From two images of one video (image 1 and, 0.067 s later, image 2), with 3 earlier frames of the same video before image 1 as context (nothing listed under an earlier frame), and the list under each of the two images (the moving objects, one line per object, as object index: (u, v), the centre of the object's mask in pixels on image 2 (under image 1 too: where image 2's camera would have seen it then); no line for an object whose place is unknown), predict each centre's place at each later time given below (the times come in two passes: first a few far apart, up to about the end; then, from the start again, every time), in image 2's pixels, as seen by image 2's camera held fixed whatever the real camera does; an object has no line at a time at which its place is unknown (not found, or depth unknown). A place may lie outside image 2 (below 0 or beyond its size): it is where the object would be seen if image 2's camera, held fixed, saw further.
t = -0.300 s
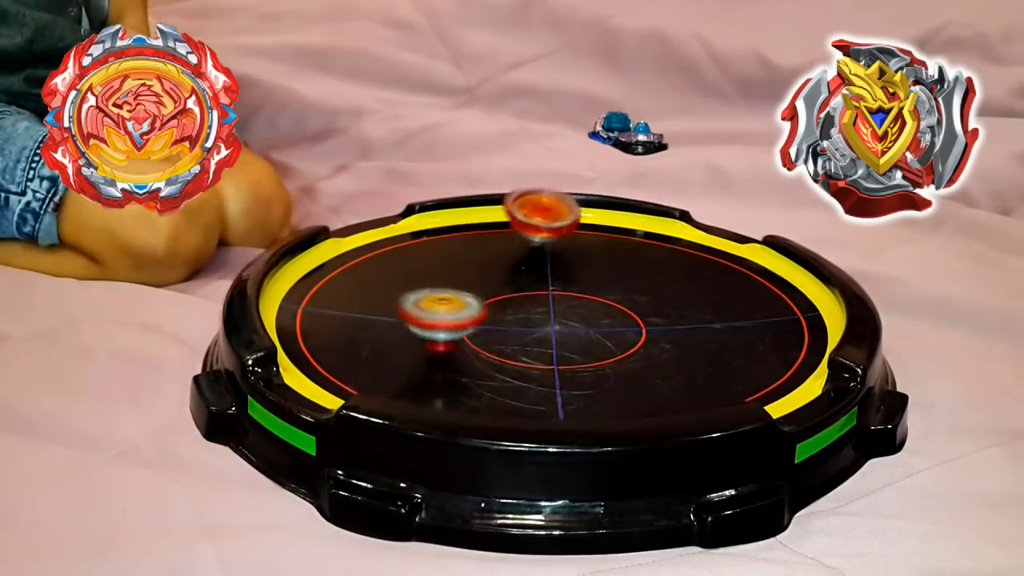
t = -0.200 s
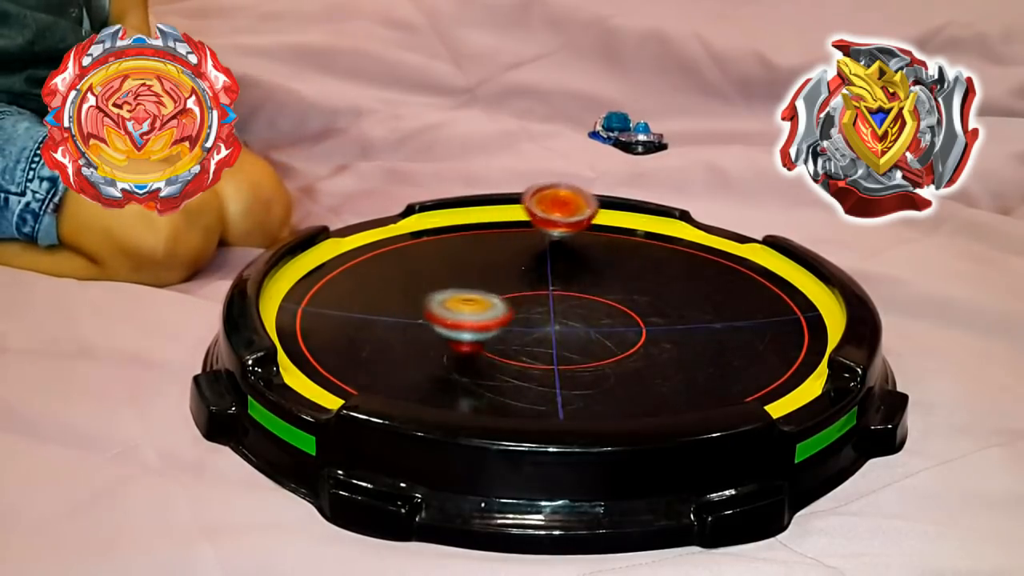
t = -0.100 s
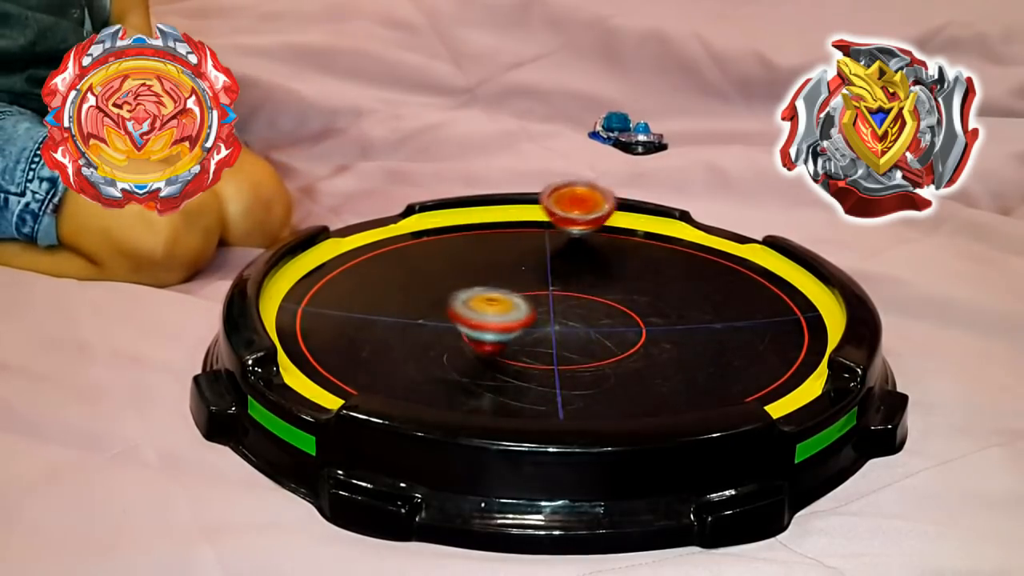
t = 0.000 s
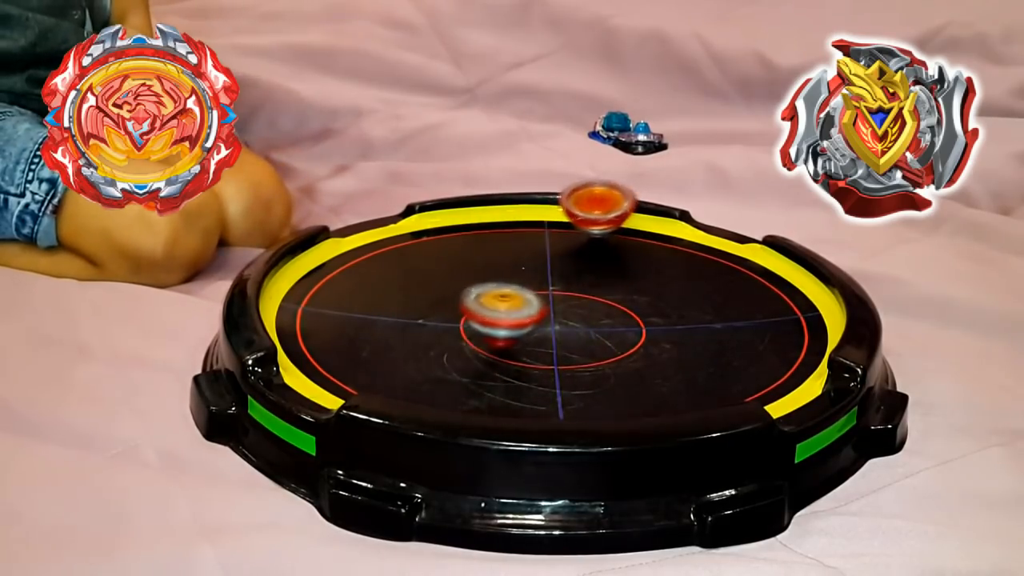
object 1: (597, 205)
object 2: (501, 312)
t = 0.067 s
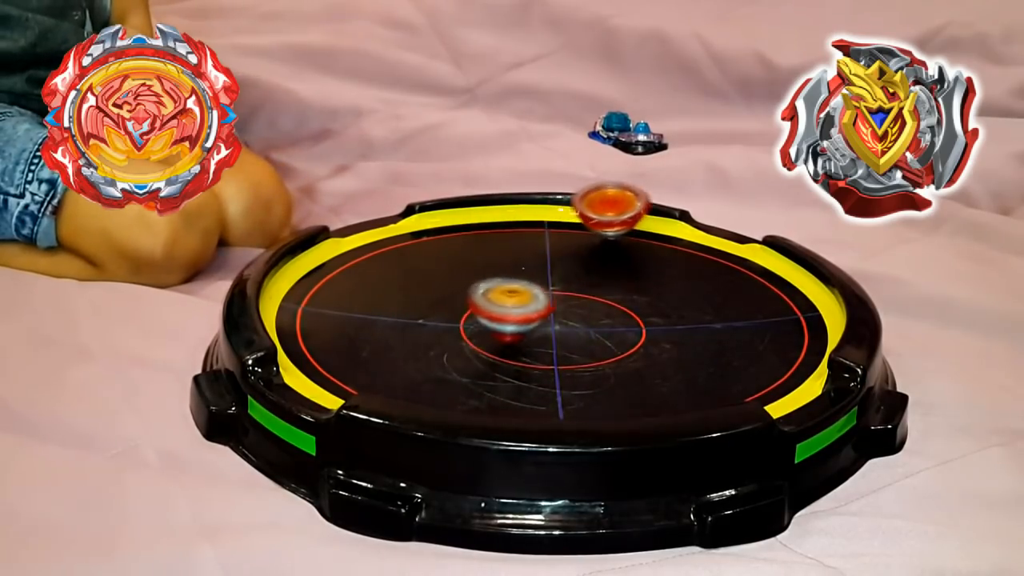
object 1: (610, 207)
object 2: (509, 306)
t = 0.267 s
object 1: (645, 220)
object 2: (525, 293)
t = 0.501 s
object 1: (668, 245)
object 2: (545, 281)
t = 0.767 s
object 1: (651, 278)
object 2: (561, 275)
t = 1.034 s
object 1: (638, 311)
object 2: (481, 263)
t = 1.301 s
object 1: (563, 323)
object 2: (461, 266)
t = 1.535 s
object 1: (490, 314)
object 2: (475, 268)
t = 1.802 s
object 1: (435, 291)
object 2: (532, 272)
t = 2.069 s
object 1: (432, 264)
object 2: (594, 275)
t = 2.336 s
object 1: (476, 250)
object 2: (630, 284)
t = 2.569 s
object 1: (533, 249)
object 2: (626, 294)
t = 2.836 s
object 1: (601, 255)
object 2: (594, 303)
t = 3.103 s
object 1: (654, 275)
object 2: (534, 315)
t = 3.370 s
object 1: (665, 297)
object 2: (481, 309)
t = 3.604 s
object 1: (637, 313)
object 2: (470, 292)
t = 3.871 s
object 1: (579, 315)
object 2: (487, 271)
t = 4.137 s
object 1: (523, 300)
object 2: (537, 253)
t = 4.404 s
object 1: (479, 294)
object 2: (616, 224)
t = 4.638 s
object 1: (470, 281)
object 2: (686, 217)
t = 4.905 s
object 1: (498, 272)
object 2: (726, 232)
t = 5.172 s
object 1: (546, 269)
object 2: (695, 266)
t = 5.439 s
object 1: (555, 267)
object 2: (653, 300)
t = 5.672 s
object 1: (540, 257)
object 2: (570, 300)
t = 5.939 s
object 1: (544, 243)
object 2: (505, 279)
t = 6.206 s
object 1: (582, 236)
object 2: (489, 247)
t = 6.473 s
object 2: (540, 231)
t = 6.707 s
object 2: (593, 237)
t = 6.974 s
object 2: (615, 233)
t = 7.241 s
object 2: (617, 249)
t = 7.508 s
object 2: (577, 269)
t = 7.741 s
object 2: (563, 286)
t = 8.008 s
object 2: (518, 295)
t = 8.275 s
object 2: (487, 290)
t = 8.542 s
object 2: (479, 277)
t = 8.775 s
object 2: (523, 268)
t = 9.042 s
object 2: (649, 265)
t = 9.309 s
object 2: (669, 297)
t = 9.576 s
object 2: (602, 293)
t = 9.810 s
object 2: (592, 275)
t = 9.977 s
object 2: (586, 281)
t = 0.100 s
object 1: (617, 209)
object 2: (512, 304)
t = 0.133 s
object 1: (623, 210)
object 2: (515, 301)
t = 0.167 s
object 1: (629, 212)
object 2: (518, 299)
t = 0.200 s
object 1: (635, 215)
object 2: (520, 297)
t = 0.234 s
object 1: (640, 217)
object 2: (522, 295)
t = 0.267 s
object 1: (645, 220)
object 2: (525, 293)
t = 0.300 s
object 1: (650, 223)
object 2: (528, 291)
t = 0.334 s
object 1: (654, 226)
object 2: (532, 290)
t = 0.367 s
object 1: (658, 229)
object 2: (535, 288)
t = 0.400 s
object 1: (662, 233)
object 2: (538, 286)
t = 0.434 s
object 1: (664, 236)
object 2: (540, 284)
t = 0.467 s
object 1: (666, 240)
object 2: (542, 283)
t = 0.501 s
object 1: (668, 245)
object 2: (545, 281)
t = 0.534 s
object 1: (668, 249)
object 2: (547, 280)
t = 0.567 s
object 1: (667, 253)
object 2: (550, 278)
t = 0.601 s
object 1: (666, 257)
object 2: (552, 277)
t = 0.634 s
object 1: (664, 262)
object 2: (556, 276)
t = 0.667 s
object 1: (661, 266)
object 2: (559, 275)
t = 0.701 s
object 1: (659, 269)
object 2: (561, 275)
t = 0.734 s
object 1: (654, 274)
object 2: (562, 275)
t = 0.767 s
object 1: (651, 278)
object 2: (561, 275)
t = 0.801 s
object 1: (658, 284)
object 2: (545, 272)
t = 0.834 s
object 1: (662, 289)
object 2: (533, 269)
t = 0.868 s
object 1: (662, 294)
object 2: (523, 267)
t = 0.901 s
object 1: (660, 298)
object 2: (513, 266)
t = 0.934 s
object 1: (655, 302)
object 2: (504, 265)
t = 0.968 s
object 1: (651, 305)
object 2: (496, 264)
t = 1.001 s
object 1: (645, 308)
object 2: (488, 263)
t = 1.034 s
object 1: (638, 311)
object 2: (481, 263)
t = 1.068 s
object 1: (630, 314)
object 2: (474, 262)
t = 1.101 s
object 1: (621, 317)
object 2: (468, 262)
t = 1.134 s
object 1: (613, 320)
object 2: (464, 262)
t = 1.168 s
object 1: (603, 321)
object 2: (461, 263)
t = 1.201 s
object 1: (594, 322)
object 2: (460, 263)
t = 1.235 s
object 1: (584, 323)
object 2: (460, 264)
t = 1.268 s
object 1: (574, 323)
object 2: (460, 265)
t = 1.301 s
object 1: (563, 323)
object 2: (461, 266)
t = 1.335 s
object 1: (551, 322)
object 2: (462, 268)
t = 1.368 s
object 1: (540, 322)
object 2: (463, 270)
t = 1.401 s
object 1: (529, 321)
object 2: (463, 272)
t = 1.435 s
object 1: (518, 320)
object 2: (464, 272)
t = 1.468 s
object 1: (509, 318)
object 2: (466, 271)
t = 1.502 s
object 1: (498, 317)
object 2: (469, 270)
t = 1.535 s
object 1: (490, 314)
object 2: (475, 268)
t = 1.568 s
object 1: (480, 312)
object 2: (482, 266)
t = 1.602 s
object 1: (472, 310)
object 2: (490, 266)
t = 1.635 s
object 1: (463, 307)
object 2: (497, 266)
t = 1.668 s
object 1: (455, 304)
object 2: (503, 268)
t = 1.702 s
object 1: (449, 301)
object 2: (510, 269)
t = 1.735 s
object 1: (444, 298)
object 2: (516, 272)
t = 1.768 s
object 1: (439, 294)
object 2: (524, 272)
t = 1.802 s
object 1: (435, 291)
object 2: (532, 272)
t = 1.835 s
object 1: (432, 287)
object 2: (540, 272)
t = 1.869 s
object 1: (429, 284)
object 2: (548, 272)
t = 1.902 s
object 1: (428, 280)
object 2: (557, 273)
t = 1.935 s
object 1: (427, 277)
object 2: (565, 273)
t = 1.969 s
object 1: (427, 274)
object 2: (572, 274)
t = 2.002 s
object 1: (427, 271)
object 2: (580, 274)
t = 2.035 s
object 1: (429, 268)
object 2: (587, 274)
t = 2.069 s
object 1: (432, 264)
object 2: (594, 275)
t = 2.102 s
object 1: (435, 262)
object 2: (601, 276)
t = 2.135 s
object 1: (439, 260)
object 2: (607, 276)
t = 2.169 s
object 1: (444, 258)
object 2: (612, 277)
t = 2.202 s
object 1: (450, 256)
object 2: (617, 278)
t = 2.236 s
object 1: (455, 254)
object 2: (621, 279)
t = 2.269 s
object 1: (461, 252)
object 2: (625, 281)
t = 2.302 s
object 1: (469, 251)
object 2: (628, 282)
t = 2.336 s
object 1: (476, 250)
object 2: (630, 284)
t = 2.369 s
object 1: (483, 249)
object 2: (632, 286)
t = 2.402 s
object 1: (491, 249)
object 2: (632, 287)
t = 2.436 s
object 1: (499, 249)
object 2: (632, 288)
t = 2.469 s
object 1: (508, 248)
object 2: (631, 290)
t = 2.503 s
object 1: (516, 248)
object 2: (630, 291)
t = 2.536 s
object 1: (524, 249)
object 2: (629, 292)
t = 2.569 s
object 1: (533, 249)
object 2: (626, 294)
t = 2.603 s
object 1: (542, 250)
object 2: (624, 295)
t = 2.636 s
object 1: (551, 251)
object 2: (620, 296)
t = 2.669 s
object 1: (559, 252)
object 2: (617, 297)
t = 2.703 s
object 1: (567, 253)
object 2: (614, 298)
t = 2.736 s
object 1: (575, 253)
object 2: (610, 299)
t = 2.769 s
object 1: (584, 253)
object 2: (605, 299)
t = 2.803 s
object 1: (591, 254)
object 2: (600, 300)
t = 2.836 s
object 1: (601, 255)
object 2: (594, 303)
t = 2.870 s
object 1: (610, 257)
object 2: (587, 306)
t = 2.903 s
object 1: (618, 261)
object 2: (580, 308)
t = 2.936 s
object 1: (624, 264)
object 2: (573, 310)
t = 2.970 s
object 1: (631, 266)
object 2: (565, 311)
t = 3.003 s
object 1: (638, 268)
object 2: (557, 312)
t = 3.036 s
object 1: (643, 270)
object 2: (549, 313)
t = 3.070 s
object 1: (649, 273)
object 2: (541, 314)
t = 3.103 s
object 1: (654, 275)
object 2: (534, 315)
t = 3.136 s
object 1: (657, 278)
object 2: (526, 315)
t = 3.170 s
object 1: (660, 280)
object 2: (518, 315)
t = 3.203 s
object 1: (663, 283)
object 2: (510, 315)
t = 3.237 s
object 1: (665, 286)
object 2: (503, 314)
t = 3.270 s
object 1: (666, 288)
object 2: (496, 313)
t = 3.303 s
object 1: (666, 291)
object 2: (490, 312)
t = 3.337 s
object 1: (666, 294)
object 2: (485, 310)
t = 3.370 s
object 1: (665, 297)
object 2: (481, 309)
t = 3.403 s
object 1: (663, 300)
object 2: (480, 307)
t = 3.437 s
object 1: (661, 302)
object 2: (478, 306)
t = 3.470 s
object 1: (658, 305)
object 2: (476, 303)
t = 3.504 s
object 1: (653, 307)
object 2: (473, 300)
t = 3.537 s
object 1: (649, 309)
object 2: (472, 298)
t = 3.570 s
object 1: (643, 311)
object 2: (471, 295)
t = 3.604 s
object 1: (637, 313)
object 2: (470, 292)
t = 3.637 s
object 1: (631, 314)
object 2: (471, 289)
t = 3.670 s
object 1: (624, 315)
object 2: (472, 286)
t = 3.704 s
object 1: (616, 317)
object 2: (473, 284)
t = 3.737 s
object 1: (609, 317)
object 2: (475, 281)
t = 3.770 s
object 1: (601, 317)
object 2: (477, 278)
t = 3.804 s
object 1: (593, 316)
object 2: (480, 276)
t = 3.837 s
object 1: (586, 316)
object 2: (483, 273)
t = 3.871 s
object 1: (579, 315)
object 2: (487, 271)
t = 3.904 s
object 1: (570, 313)
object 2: (492, 269)
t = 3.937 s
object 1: (563, 312)
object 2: (497, 268)
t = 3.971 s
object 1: (556, 310)
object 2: (502, 265)
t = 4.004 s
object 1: (549, 308)
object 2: (507, 262)
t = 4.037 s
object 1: (544, 306)
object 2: (514, 260)
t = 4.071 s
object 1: (537, 303)
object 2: (520, 258)
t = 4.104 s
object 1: (531, 300)
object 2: (527, 257)
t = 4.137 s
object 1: (523, 300)
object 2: (537, 253)
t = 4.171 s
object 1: (514, 302)
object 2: (546, 249)
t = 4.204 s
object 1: (507, 302)
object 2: (558, 244)
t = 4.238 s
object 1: (502, 301)
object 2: (566, 241)
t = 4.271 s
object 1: (497, 300)
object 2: (575, 237)
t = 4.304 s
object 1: (492, 299)
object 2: (585, 234)
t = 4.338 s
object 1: (488, 297)
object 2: (595, 230)
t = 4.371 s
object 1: (483, 295)
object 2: (605, 227)
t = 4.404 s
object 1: (479, 294)
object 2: (616, 224)
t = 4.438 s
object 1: (476, 292)
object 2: (626, 223)
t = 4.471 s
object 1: (473, 290)
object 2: (636, 222)
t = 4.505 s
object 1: (472, 288)
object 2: (647, 220)
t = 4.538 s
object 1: (469, 286)
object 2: (659, 219)
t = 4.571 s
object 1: (470, 284)
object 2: (669, 218)
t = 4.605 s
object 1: (470, 282)
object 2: (678, 217)
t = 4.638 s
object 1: (470, 281)
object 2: (686, 217)
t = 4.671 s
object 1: (472, 280)
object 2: (694, 218)
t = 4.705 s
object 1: (474, 280)
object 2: (701, 219)
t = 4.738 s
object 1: (477, 278)
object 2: (708, 221)
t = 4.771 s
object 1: (480, 276)
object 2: (713, 222)
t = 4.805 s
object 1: (483, 275)
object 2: (718, 223)
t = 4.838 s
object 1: (488, 274)
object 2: (722, 226)
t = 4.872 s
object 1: (492, 273)
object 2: (725, 228)
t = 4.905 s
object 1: (498, 272)
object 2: (726, 232)
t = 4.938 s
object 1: (503, 271)
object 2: (727, 235)
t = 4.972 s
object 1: (509, 270)
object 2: (726, 238)
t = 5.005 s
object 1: (515, 269)
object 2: (725, 241)
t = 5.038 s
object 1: (520, 269)
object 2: (721, 247)
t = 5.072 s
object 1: (527, 269)
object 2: (716, 251)
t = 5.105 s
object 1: (533, 269)
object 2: (710, 256)
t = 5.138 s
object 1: (540, 269)
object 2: (703, 261)
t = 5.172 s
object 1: (546, 269)
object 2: (695, 266)
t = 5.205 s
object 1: (552, 269)
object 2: (686, 270)
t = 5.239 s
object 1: (559, 270)
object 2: (678, 274)
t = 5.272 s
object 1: (565, 270)
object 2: (668, 278)
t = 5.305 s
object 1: (570, 271)
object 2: (658, 282)
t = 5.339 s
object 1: (567, 271)
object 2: (656, 289)
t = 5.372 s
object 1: (562, 269)
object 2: (658, 293)
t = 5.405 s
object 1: (558, 268)
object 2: (657, 297)
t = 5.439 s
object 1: (555, 267)
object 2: (653, 300)
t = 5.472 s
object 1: (553, 267)
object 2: (644, 301)
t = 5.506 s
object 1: (551, 266)
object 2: (631, 302)
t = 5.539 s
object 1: (548, 264)
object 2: (618, 303)
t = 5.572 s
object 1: (546, 263)
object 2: (606, 303)
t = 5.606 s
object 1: (543, 262)
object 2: (594, 303)
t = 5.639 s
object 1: (541, 260)
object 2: (582, 302)
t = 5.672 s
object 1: (540, 257)
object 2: (570, 300)
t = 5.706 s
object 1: (540, 255)
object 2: (559, 300)
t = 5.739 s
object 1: (540, 253)
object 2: (549, 300)
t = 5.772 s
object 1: (540, 251)
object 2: (539, 297)
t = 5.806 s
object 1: (540, 249)
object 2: (529, 295)
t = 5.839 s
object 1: (540, 247)
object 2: (522, 291)
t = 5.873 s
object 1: (541, 246)
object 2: (515, 288)
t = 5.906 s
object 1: (543, 244)
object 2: (509, 284)
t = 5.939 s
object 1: (544, 243)
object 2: (505, 279)
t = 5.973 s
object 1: (546, 242)
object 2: (503, 275)
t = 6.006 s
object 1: (550, 241)
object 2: (498, 271)
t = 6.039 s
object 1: (553, 240)
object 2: (495, 267)
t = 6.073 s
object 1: (556, 239)
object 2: (494, 264)
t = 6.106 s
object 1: (561, 238)
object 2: (492, 258)
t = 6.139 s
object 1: (569, 238)
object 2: (490, 254)
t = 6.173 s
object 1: (576, 237)
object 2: (488, 251)
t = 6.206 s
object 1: (582, 236)
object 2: (489, 247)
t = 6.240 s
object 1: (589, 236)
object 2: (493, 243)
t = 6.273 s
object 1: (597, 237)
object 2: (498, 240)
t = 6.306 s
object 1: (603, 238)
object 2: (503, 238)
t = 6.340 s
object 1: (609, 239)
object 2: (509, 236)
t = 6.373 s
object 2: (517, 235)
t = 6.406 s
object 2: (524, 233)
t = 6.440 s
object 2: (532, 232)
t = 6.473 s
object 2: (540, 231)
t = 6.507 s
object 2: (548, 231)
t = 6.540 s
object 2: (557, 232)
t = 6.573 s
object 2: (565, 233)
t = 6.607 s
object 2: (573, 233)
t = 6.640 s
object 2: (580, 235)
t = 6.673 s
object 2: (587, 236)
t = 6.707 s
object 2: (593, 237)
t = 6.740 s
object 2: (598, 238)
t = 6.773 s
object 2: (601, 236)
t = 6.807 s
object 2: (604, 235)
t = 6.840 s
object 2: (607, 233)
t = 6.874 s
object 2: (609, 232)
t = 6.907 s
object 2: (612, 232)
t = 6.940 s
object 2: (614, 232)
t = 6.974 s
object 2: (615, 233)
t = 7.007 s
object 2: (616, 234)
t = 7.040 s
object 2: (619, 235)
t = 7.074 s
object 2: (619, 238)
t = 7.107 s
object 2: (621, 240)
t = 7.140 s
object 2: (619, 242)
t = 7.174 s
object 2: (620, 244)
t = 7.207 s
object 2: (618, 246)
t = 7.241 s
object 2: (617, 249)
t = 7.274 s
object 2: (614, 251)
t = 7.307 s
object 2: (612, 254)
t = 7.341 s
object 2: (607, 257)
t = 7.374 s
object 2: (602, 260)
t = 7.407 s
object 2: (596, 263)
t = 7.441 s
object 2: (591, 265)
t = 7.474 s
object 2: (584, 268)
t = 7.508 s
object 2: (577, 269)
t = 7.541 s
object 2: (570, 271)
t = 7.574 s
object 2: (570, 271)
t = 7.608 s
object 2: (573, 277)
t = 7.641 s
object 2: (574, 278)
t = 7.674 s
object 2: (572, 281)
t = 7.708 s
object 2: (569, 284)
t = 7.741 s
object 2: (563, 286)
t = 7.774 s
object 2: (560, 288)
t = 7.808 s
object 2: (555, 289)
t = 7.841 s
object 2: (549, 291)
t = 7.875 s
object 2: (543, 292)
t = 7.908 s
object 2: (537, 294)
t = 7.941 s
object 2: (532, 294)
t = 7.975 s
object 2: (524, 294)
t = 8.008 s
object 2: (518, 295)
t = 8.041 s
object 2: (512, 295)
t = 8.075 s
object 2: (509, 295)
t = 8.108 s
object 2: (504, 294)
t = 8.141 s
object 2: (500, 294)
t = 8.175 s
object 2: (496, 291)
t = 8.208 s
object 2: (491, 290)
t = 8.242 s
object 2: (489, 290)
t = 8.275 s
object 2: (487, 290)
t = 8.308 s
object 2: (487, 290)
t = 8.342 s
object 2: (487, 289)
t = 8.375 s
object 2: (485, 288)
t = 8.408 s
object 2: (481, 286)
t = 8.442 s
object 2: (480, 284)
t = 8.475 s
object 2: (480, 282)
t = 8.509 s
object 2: (479, 280)
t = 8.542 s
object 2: (479, 277)
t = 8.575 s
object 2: (481, 273)
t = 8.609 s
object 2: (484, 271)
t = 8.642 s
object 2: (490, 269)
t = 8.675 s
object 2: (493, 270)
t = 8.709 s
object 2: (495, 270)
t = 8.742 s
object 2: (509, 266)
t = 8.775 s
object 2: (523, 268)
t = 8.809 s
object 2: (538, 268)
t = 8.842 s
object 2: (554, 266)
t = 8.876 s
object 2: (572, 265)
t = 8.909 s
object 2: (588, 265)
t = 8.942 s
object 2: (605, 263)
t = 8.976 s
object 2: (620, 263)
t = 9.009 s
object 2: (636, 264)
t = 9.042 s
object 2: (649, 265)
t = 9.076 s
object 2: (659, 269)
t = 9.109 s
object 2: (668, 272)
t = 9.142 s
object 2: (677, 276)
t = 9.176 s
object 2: (681, 281)
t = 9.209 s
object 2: (684, 286)
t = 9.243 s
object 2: (682, 291)
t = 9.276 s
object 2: (678, 294)
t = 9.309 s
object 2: (669, 297)
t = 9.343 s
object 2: (661, 299)
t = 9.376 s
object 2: (651, 299)
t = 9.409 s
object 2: (640, 300)
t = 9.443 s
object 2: (632, 301)
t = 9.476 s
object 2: (620, 300)
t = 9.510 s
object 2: (610, 300)
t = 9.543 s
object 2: (606, 298)
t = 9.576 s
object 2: (602, 293)
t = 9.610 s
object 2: (597, 285)
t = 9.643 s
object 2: (593, 280)
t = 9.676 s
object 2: (590, 277)
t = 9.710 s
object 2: (590, 277)
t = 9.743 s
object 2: (591, 276)
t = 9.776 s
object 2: (592, 275)
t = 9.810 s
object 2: (592, 275)
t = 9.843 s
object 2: (591, 275)
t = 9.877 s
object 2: (591, 279)
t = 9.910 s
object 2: (591, 282)
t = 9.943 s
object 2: (589, 281)
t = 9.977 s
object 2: (586, 281)
